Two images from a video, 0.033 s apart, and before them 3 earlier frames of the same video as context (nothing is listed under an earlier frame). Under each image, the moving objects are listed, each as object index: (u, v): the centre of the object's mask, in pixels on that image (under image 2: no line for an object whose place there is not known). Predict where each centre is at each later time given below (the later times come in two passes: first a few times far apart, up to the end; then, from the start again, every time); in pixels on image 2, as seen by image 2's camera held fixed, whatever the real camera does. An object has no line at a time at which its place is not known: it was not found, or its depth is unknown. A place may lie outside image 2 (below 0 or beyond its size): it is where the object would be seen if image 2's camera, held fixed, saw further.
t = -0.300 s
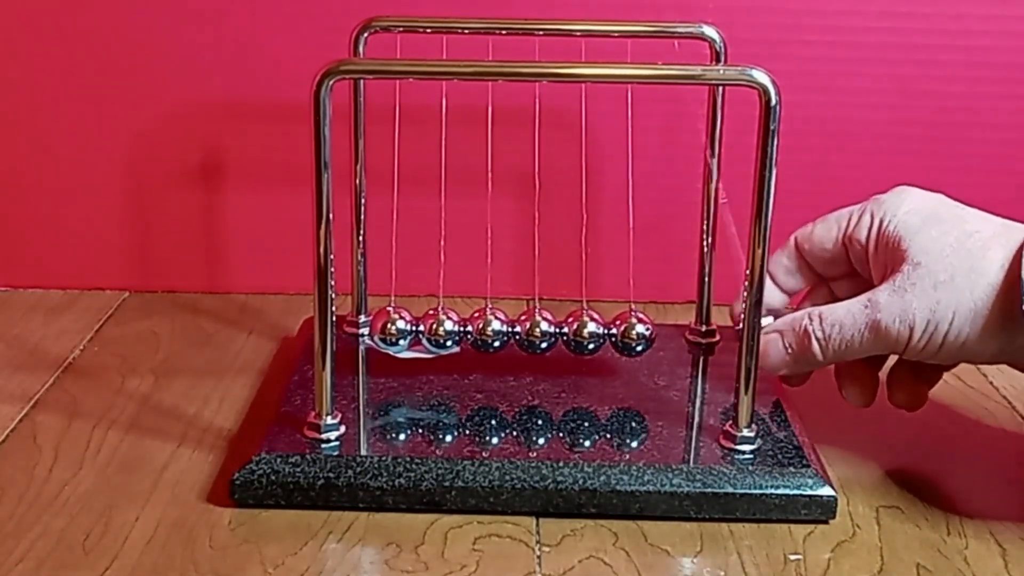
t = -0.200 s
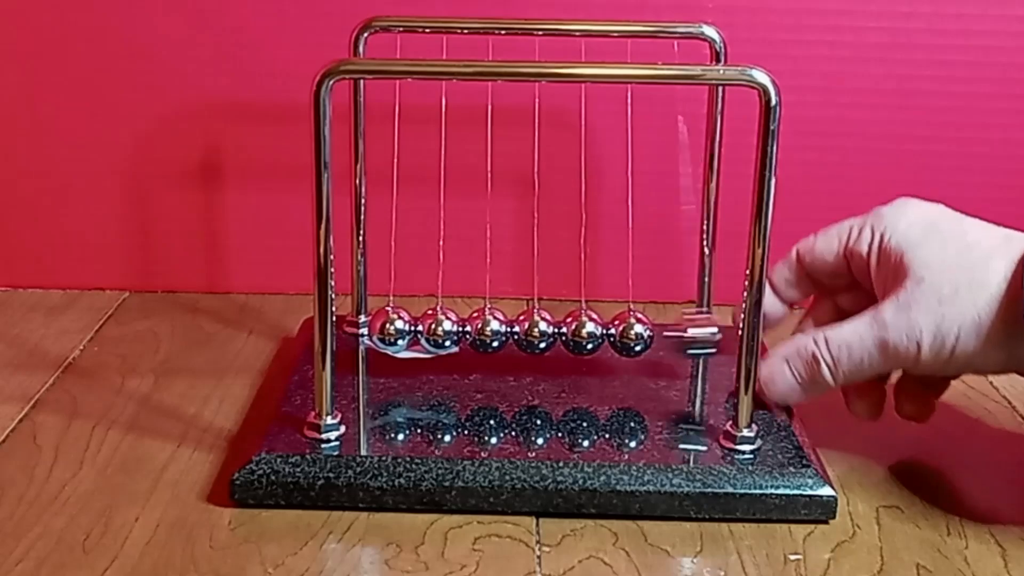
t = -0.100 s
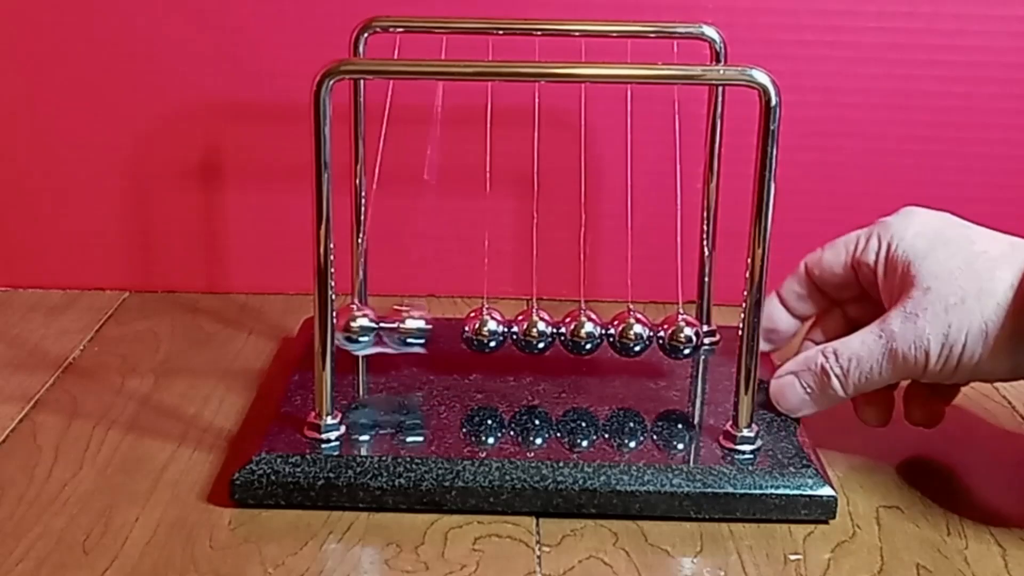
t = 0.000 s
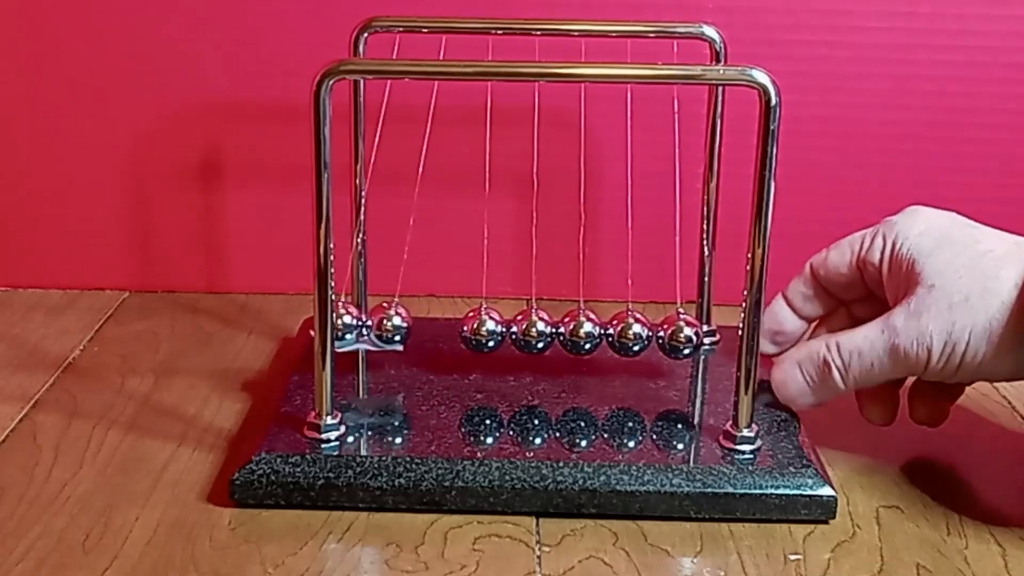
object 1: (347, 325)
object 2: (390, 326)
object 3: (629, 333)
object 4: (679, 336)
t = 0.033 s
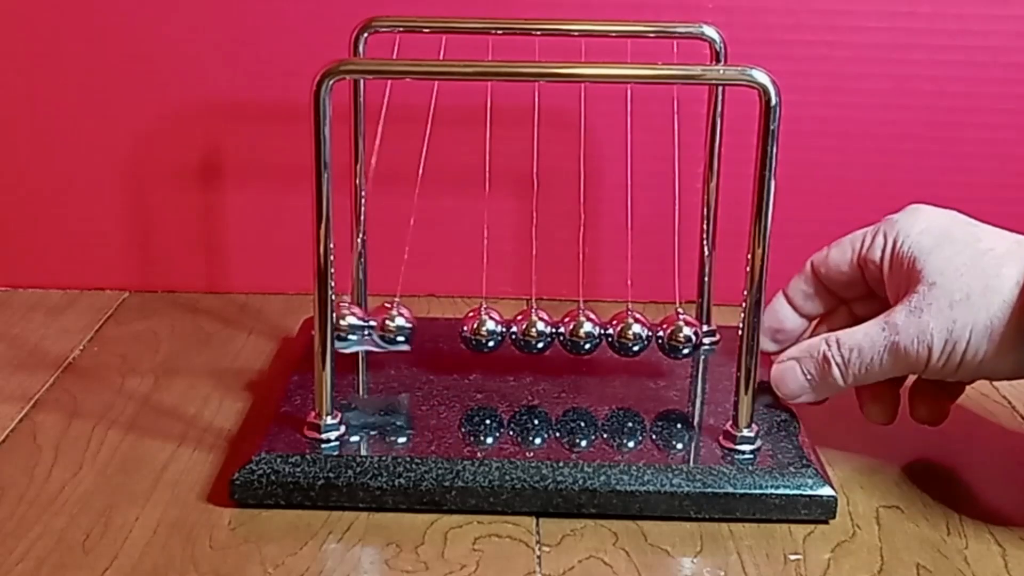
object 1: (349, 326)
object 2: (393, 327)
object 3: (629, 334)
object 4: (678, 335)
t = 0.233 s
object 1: (391, 329)
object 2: (440, 332)
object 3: (654, 332)
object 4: (708, 334)
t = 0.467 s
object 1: (393, 329)
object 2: (441, 331)
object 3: (641, 332)
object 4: (694, 334)
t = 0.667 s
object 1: (353, 327)
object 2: (398, 328)
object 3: (627, 334)
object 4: (675, 336)
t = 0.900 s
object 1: (389, 329)
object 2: (438, 332)
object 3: (650, 332)
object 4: (701, 334)
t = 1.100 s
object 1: (392, 329)
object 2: (441, 331)
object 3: (653, 332)
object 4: (703, 335)
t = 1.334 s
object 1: (356, 328)
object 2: (403, 329)
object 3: (626, 333)
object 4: (676, 336)
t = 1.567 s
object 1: (392, 329)
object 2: (441, 331)
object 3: (642, 333)
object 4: (696, 335)
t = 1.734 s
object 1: (397, 329)
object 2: (447, 332)
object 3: (652, 333)
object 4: (711, 334)
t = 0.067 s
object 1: (356, 330)
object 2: (403, 329)
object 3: (628, 334)
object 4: (677, 335)
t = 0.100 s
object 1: (363, 329)
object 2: (416, 330)
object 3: (629, 333)
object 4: (676, 336)
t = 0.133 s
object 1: (380, 330)
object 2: (430, 331)
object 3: (629, 334)
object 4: (676, 336)
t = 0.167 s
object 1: (390, 330)
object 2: (439, 331)
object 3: (631, 333)
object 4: (679, 334)
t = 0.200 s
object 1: (391, 329)
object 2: (439, 332)
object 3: (643, 333)
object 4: (695, 334)
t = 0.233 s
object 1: (391, 329)
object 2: (440, 332)
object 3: (654, 332)
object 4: (708, 334)
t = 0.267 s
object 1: (392, 330)
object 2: (440, 332)
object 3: (662, 332)
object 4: (716, 333)
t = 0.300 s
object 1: (393, 330)
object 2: (441, 332)
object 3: (667, 332)
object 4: (723, 332)
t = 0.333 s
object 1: (393, 329)
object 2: (441, 332)
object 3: (668, 331)
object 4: (723, 333)
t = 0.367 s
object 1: (393, 329)
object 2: (441, 332)
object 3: (666, 332)
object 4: (722, 333)
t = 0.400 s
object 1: (392, 329)
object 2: (442, 332)
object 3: (661, 332)
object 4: (714, 333)
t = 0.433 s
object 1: (393, 329)
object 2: (441, 331)
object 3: (652, 332)
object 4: (704, 335)
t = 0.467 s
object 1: (393, 329)
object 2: (441, 331)
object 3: (641, 332)
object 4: (694, 334)
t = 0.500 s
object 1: (390, 329)
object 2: (440, 331)
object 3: (631, 333)
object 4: (679, 335)
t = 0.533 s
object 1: (374, 330)
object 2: (428, 331)
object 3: (630, 334)
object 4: (677, 336)
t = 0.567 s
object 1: (365, 328)
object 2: (416, 330)
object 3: (629, 334)
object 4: (677, 336)
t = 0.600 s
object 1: (357, 328)
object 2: (406, 329)
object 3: (628, 333)
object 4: (676, 336)
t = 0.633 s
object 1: (354, 327)
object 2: (400, 328)
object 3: (627, 333)
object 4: (675, 336)
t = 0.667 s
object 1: (353, 327)
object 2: (398, 328)
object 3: (627, 334)
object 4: (675, 336)
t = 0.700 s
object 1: (354, 327)
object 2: (400, 328)
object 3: (626, 333)
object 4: (674, 336)
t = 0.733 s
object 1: (358, 328)
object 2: (407, 329)
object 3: (626, 333)
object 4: (674, 336)
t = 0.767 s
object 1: (366, 328)
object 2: (416, 330)
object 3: (627, 333)
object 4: (674, 335)
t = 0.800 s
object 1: (375, 330)
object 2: (428, 332)
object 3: (627, 334)
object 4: (675, 336)
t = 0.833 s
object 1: (388, 329)
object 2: (438, 332)
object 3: (630, 333)
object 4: (677, 335)
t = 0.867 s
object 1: (388, 329)
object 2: (438, 332)
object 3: (640, 333)
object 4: (690, 334)
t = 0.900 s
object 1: (389, 329)
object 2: (438, 332)
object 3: (650, 332)
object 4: (701, 334)
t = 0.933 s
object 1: (389, 329)
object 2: (438, 332)
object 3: (659, 332)
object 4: (710, 334)
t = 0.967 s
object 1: (389, 329)
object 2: (439, 332)
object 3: (664, 332)
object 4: (716, 334)
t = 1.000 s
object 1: (390, 329)
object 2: (440, 331)
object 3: (666, 332)
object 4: (718, 333)
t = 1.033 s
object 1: (391, 329)
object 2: (440, 331)
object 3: (665, 332)
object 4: (717, 333)
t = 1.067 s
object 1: (391, 329)
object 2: (441, 331)
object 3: (661, 332)
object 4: (712, 334)
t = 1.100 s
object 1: (392, 329)
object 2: (441, 331)
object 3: (653, 332)
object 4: (703, 335)
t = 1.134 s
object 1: (393, 329)
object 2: (441, 332)
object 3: (644, 332)
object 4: (694, 335)
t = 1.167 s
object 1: (391, 329)
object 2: (441, 332)
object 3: (633, 333)
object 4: (680, 335)
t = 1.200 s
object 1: (383, 329)
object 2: (432, 332)
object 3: (630, 334)
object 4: (679, 336)
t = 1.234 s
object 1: (369, 328)
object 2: (421, 331)
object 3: (629, 333)
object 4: (678, 336)
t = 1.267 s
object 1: (362, 328)
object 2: (412, 330)
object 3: (628, 333)
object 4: (678, 336)
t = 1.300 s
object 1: (358, 328)
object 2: (406, 329)
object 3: (627, 334)
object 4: (677, 336)
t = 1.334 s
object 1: (356, 328)
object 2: (403, 329)
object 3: (626, 333)
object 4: (676, 336)
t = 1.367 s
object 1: (356, 327)
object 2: (404, 329)
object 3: (625, 333)
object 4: (676, 336)
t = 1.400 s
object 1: (359, 328)
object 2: (408, 329)
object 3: (625, 333)
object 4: (675, 336)
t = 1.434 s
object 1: (365, 328)
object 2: (416, 330)
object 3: (626, 334)
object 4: (675, 336)
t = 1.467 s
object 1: (373, 329)
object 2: (427, 331)
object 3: (626, 333)
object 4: (674, 336)
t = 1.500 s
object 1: (386, 329)
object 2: (436, 331)
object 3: (628, 333)
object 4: (675, 336)
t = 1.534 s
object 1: (390, 329)
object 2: (439, 331)
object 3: (634, 333)
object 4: (684, 335)
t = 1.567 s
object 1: (392, 329)
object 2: (441, 331)
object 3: (642, 333)
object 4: (696, 335)
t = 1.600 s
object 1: (393, 329)
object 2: (443, 332)
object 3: (648, 333)
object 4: (705, 335)
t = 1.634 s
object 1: (395, 329)
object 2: (445, 332)
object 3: (652, 333)
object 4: (712, 334)
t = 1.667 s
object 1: (397, 329)
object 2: (446, 332)
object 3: (654, 333)
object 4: (713, 335)
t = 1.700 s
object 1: (397, 329)
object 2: (447, 332)
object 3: (654, 333)
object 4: (713, 335)
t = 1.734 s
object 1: (397, 329)
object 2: (447, 332)
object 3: (652, 333)
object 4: (711, 334)
